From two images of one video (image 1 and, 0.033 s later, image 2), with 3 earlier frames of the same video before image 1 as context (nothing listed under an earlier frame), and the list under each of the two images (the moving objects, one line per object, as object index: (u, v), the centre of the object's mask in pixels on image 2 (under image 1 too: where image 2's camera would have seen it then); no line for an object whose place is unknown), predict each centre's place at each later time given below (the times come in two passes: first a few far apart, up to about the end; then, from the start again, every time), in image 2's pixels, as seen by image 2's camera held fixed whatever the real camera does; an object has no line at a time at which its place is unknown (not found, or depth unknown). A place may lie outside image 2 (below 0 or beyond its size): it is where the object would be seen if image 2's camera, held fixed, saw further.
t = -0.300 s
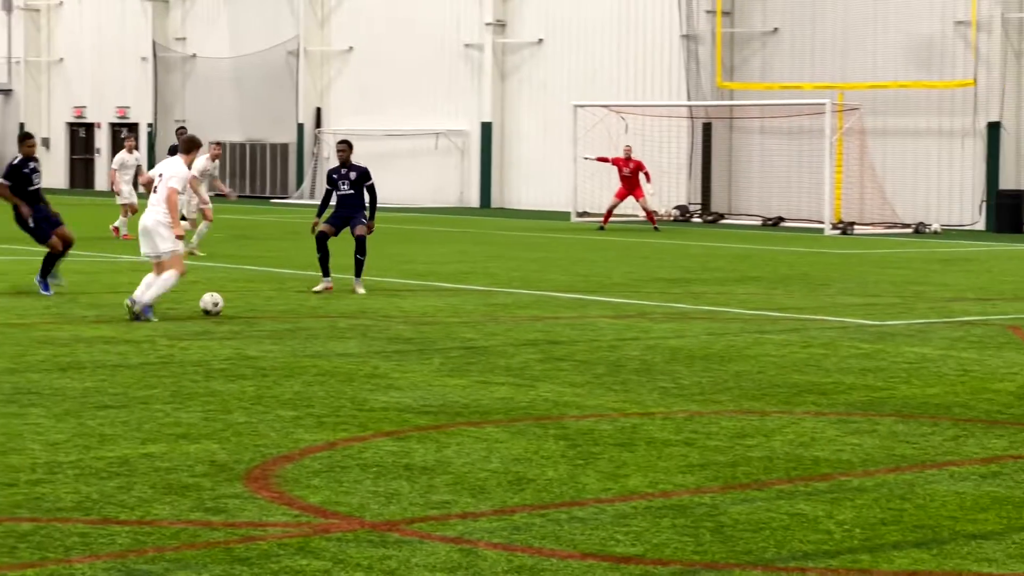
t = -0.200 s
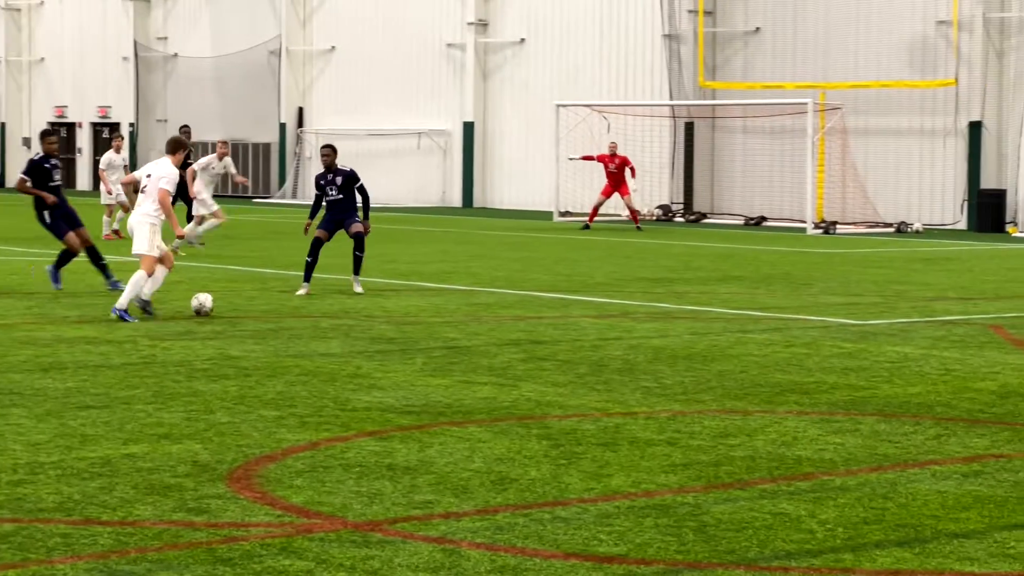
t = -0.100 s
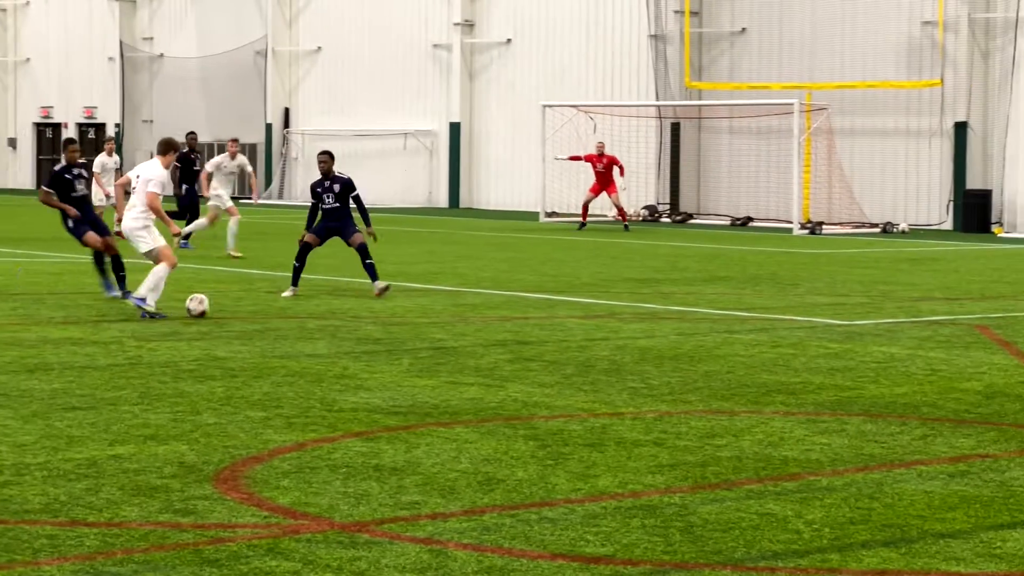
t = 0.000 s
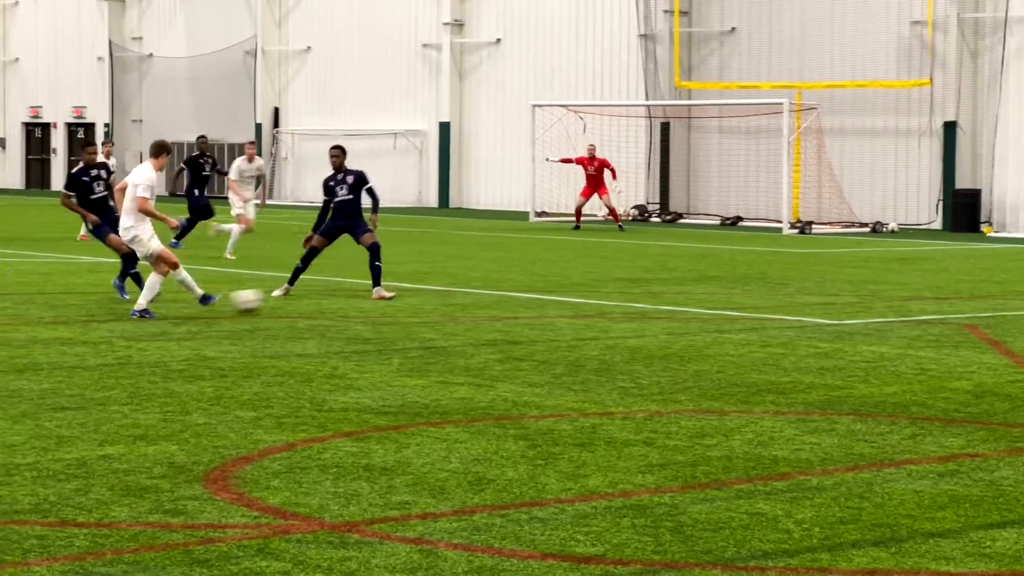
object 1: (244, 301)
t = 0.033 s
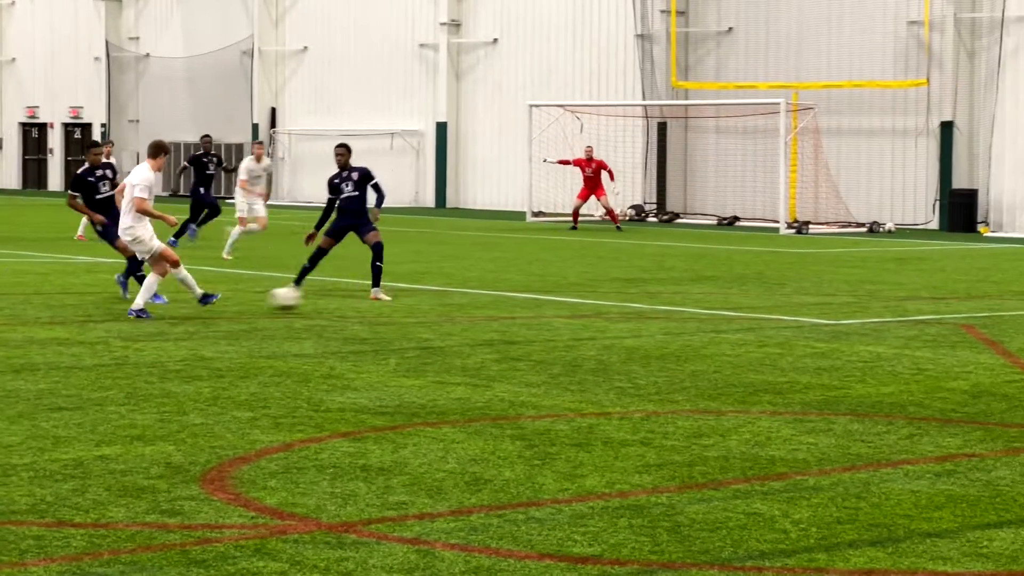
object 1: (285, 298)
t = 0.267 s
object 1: (531, 292)
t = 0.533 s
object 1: (724, 283)
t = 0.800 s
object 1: (860, 277)
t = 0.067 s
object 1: (327, 297)
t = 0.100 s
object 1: (364, 297)
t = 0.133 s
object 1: (402, 297)
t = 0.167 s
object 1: (436, 295)
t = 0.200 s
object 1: (468, 293)
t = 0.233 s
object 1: (500, 292)
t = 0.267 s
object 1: (531, 292)
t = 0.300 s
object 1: (558, 289)
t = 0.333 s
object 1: (585, 288)
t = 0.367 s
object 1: (611, 288)
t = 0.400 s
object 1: (635, 287)
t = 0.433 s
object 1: (659, 286)
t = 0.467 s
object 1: (682, 285)
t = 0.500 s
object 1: (703, 284)
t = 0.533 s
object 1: (724, 283)
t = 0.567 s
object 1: (743, 281)
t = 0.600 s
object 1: (762, 281)
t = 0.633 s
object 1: (780, 281)
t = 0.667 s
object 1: (798, 280)
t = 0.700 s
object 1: (814, 278)
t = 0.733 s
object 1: (829, 277)
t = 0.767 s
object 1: (845, 277)
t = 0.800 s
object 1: (860, 277)
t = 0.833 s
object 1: (873, 275)
